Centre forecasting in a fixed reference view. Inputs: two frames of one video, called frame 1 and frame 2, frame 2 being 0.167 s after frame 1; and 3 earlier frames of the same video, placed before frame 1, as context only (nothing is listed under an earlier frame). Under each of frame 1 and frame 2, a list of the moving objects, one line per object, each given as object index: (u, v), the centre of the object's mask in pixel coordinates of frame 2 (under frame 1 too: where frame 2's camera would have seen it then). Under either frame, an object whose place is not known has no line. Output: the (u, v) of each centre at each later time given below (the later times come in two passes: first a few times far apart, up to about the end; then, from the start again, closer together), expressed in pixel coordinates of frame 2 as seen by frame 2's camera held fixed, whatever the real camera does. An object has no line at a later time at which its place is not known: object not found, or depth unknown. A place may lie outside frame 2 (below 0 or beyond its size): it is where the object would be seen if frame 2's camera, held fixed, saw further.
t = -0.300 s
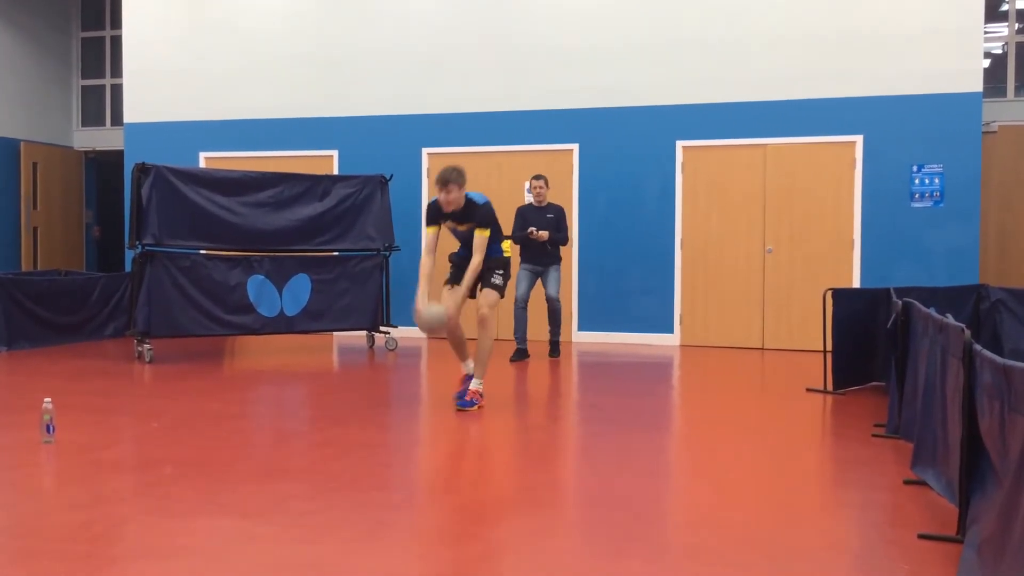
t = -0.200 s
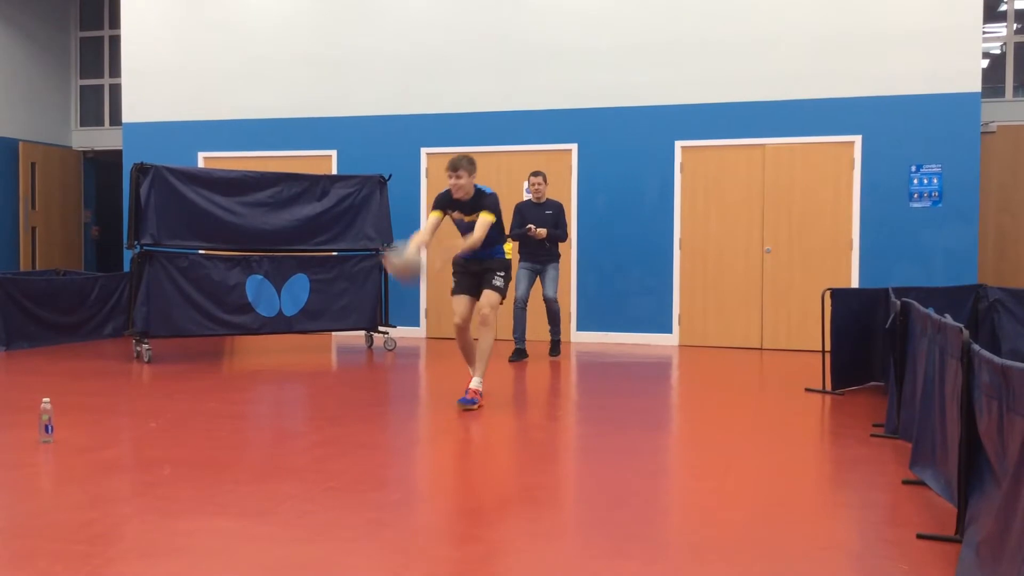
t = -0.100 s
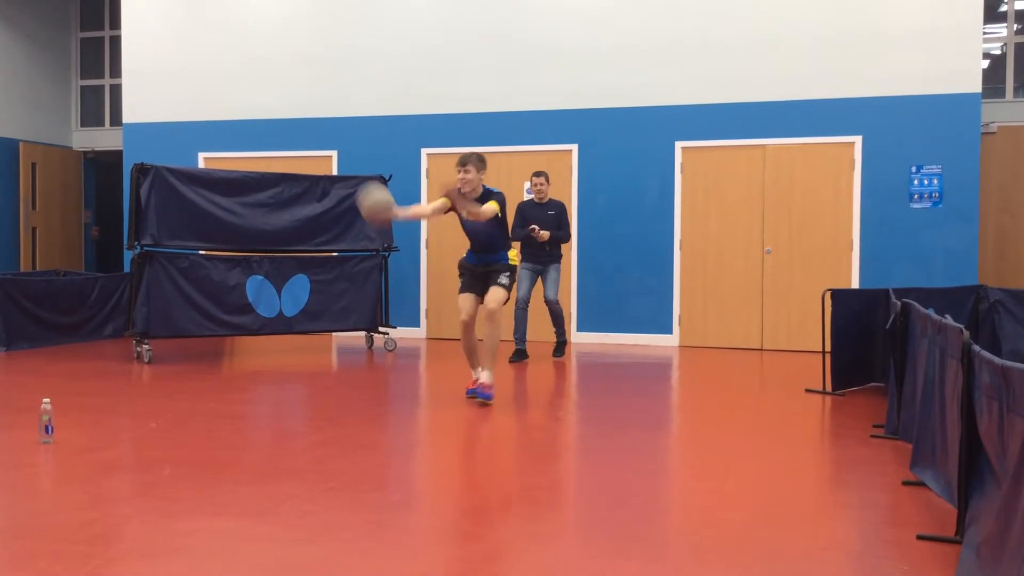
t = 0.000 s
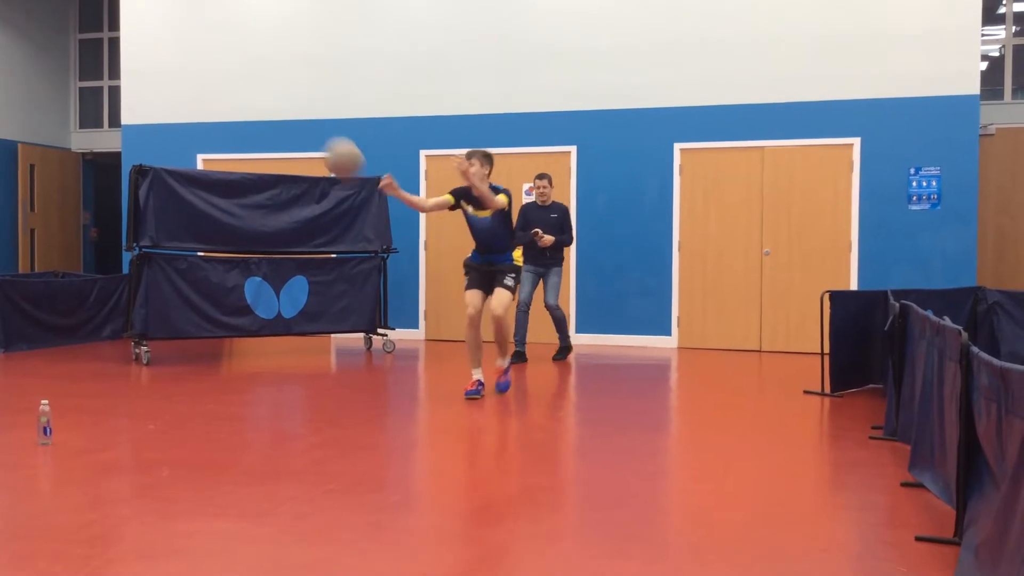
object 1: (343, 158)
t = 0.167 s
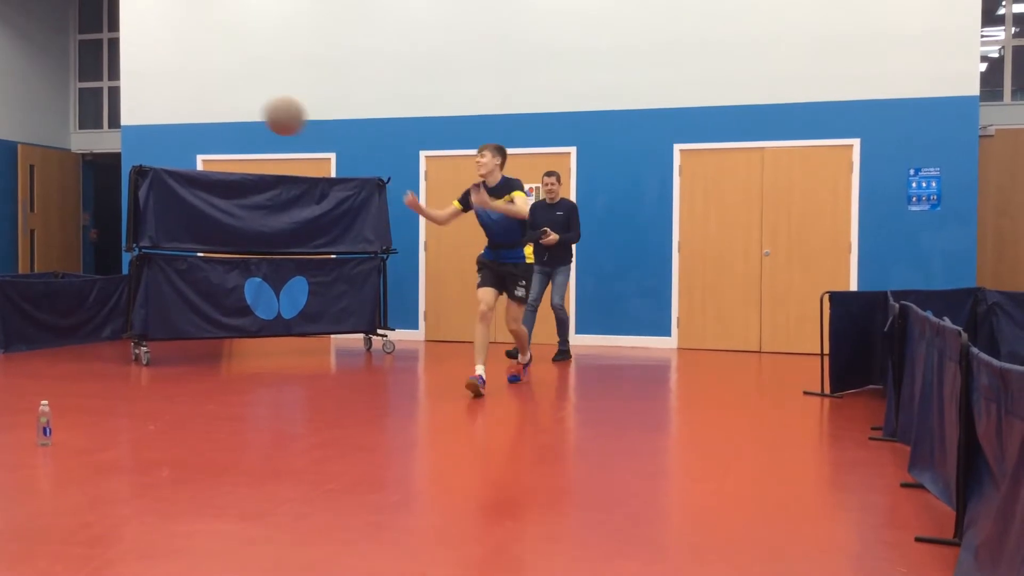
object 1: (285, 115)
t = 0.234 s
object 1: (259, 112)
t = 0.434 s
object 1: (175, 155)
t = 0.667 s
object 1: (59, 349)
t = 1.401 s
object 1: (10, 274)
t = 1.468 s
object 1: (22, 240)
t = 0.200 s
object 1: (272, 112)
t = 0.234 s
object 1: (259, 112)
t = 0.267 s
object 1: (246, 113)
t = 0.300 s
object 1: (233, 116)
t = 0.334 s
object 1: (219, 122)
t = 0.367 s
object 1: (205, 131)
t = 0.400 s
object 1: (190, 141)
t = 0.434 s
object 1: (175, 155)
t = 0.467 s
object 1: (159, 174)
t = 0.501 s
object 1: (144, 195)
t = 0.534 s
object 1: (128, 218)
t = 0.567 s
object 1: (111, 244)
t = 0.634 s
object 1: (77, 311)
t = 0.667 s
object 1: (59, 349)
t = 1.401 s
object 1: (10, 274)
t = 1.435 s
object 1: (16, 256)
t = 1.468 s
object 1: (22, 240)
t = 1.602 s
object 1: (20, 235)
